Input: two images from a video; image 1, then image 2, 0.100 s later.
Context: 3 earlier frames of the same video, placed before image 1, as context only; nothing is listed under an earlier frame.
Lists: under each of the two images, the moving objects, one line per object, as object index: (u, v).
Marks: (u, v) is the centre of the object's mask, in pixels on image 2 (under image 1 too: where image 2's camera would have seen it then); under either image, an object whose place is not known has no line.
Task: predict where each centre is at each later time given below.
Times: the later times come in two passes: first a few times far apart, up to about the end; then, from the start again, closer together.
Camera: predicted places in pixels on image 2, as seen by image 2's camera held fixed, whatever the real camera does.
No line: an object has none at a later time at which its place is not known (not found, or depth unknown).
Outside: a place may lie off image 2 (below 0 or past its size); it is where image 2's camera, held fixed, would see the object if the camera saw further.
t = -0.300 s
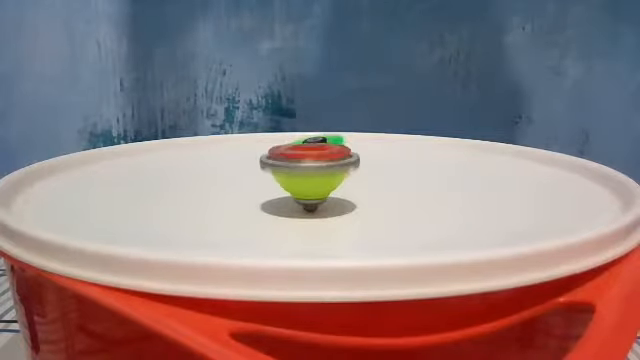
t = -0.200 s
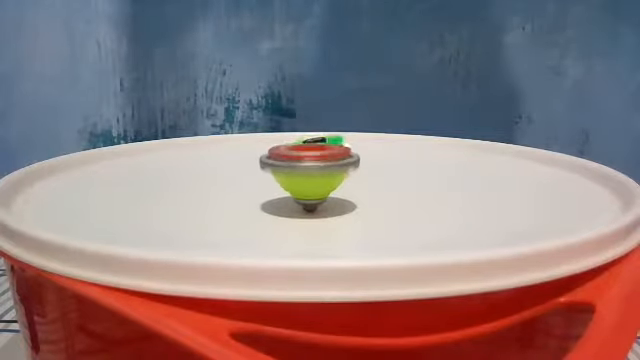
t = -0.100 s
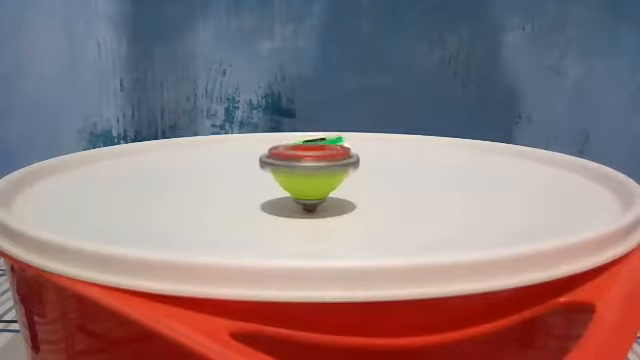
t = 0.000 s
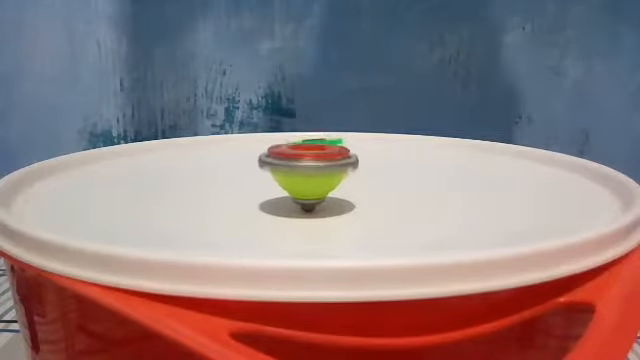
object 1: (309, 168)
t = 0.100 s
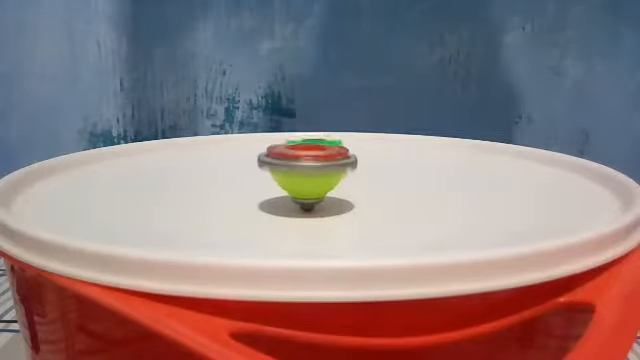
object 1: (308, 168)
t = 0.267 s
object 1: (307, 168)
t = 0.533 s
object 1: (306, 167)
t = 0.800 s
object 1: (308, 166)
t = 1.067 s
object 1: (306, 167)
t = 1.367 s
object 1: (303, 167)
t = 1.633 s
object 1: (305, 166)
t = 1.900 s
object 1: (307, 165)
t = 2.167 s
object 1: (310, 166)
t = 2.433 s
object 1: (308, 166)
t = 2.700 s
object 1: (306, 165)
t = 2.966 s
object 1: (304, 164)
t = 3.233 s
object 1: (305, 164)
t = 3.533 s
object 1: (302, 164)
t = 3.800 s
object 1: (300, 164)
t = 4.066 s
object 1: (298, 163)
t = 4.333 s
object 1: (297, 164)
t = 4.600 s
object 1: (296, 164)
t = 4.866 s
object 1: (292, 163)
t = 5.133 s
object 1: (290, 163)
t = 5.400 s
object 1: (290, 164)
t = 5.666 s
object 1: (290, 164)
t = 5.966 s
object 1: (288, 164)
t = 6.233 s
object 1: (286, 164)
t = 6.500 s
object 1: (285, 165)
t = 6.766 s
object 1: (281, 164)
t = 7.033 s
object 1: (282, 164)
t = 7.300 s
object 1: (279, 164)
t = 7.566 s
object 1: (280, 164)
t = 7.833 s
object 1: (279, 164)
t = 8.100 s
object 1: (278, 164)
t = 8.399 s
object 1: (277, 164)
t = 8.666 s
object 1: (277, 164)
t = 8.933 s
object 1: (281, 164)
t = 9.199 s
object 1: (281, 165)
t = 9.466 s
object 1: (280, 166)
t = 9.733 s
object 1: (277, 165)
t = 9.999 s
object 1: (272, 166)
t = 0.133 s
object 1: (307, 168)
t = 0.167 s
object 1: (307, 168)
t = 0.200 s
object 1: (307, 168)
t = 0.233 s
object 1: (307, 168)
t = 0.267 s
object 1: (307, 168)
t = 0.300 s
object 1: (307, 168)
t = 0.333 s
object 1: (306, 167)
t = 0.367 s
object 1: (305, 167)
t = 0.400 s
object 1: (306, 167)
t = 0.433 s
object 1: (306, 167)
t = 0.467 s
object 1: (306, 167)
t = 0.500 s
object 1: (306, 167)
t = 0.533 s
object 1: (306, 167)
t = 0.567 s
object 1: (306, 167)
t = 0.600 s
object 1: (307, 167)
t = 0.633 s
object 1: (307, 167)
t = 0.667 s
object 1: (307, 166)
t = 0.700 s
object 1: (307, 166)
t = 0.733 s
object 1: (308, 166)
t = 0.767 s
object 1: (308, 166)
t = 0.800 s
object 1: (308, 166)
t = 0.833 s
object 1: (308, 166)
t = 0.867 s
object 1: (308, 167)
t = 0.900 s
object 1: (308, 167)
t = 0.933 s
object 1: (307, 167)
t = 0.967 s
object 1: (307, 167)
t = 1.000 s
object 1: (307, 167)
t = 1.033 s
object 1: (307, 167)
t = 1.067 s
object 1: (306, 167)
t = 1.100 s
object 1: (306, 168)
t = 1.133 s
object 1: (306, 167)
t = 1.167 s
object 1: (305, 167)
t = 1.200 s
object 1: (305, 167)
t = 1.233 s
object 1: (305, 167)
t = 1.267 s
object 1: (305, 167)
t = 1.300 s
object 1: (304, 167)
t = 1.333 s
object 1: (303, 167)
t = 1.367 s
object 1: (303, 167)
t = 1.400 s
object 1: (304, 167)
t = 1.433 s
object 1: (304, 167)
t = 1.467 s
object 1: (303, 167)
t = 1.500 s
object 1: (303, 166)
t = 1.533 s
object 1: (304, 166)
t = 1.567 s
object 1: (304, 166)
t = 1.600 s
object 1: (304, 166)
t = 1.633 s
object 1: (305, 166)
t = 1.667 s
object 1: (306, 166)
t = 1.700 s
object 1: (306, 166)
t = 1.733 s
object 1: (305, 165)
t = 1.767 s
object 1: (306, 165)
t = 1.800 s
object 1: (307, 165)
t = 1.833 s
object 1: (307, 165)
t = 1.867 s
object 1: (307, 165)
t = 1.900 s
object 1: (307, 165)
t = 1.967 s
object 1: (308, 165)
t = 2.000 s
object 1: (309, 165)
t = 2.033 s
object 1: (309, 165)
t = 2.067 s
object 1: (308, 165)
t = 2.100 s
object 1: (309, 165)
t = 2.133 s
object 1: (309, 165)
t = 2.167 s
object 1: (310, 166)
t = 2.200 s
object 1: (309, 166)
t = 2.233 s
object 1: (309, 166)
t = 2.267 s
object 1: (309, 166)
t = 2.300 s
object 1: (309, 166)
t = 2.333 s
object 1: (309, 166)
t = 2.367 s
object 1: (308, 166)
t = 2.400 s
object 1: (308, 166)
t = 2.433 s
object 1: (308, 166)
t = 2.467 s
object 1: (307, 166)
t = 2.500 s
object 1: (307, 166)
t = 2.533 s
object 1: (307, 166)
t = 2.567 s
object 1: (306, 165)
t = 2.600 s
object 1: (306, 165)
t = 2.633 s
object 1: (306, 165)
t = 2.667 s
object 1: (305, 165)
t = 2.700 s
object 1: (306, 165)
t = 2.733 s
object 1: (305, 165)
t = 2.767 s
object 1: (305, 165)
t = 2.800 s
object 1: (305, 165)
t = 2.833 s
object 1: (305, 165)
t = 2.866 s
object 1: (305, 165)
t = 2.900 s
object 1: (304, 165)
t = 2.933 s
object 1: (304, 164)
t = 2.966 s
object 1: (304, 164)
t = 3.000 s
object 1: (303, 164)
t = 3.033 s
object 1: (303, 164)
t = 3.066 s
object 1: (304, 164)
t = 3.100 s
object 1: (305, 164)
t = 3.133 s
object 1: (305, 164)
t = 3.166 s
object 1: (304, 164)
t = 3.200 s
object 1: (304, 164)
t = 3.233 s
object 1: (305, 164)
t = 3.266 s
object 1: (305, 164)
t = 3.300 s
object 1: (304, 164)
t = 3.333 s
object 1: (303, 164)
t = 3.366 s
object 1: (303, 164)
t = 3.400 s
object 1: (304, 165)
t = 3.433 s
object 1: (304, 165)
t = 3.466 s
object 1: (302, 165)
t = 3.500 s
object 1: (302, 165)
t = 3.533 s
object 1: (302, 164)
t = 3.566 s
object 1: (302, 165)
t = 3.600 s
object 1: (302, 164)
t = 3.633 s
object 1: (301, 164)
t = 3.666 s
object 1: (301, 164)
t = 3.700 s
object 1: (301, 164)
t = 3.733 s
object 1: (301, 164)
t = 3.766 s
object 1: (300, 164)
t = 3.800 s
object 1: (300, 164)
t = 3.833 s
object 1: (300, 164)
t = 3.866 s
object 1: (300, 164)
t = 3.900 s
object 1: (300, 164)
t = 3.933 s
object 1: (299, 163)
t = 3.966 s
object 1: (299, 163)
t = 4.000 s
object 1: (299, 163)
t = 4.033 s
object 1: (298, 163)
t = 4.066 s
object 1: (298, 163)
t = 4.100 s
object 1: (298, 163)
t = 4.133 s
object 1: (298, 163)
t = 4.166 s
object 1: (298, 163)
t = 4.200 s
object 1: (298, 163)
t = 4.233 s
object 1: (298, 163)
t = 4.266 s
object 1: (298, 163)
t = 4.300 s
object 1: (298, 164)
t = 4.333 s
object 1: (297, 164)
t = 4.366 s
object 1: (297, 164)
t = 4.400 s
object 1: (297, 164)
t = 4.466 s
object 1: (297, 164)
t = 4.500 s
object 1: (296, 164)
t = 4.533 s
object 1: (297, 164)
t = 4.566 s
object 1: (296, 164)
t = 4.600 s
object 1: (296, 164)
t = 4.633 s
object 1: (295, 164)
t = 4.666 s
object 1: (295, 164)
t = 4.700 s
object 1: (294, 164)
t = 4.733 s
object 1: (294, 164)
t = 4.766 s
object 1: (293, 164)
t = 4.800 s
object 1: (293, 164)
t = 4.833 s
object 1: (293, 164)
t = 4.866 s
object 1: (292, 163)
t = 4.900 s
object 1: (292, 164)
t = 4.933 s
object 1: (292, 164)
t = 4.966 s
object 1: (291, 164)
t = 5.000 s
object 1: (291, 164)
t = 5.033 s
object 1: (291, 164)
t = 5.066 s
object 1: (290, 163)
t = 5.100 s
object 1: (290, 163)
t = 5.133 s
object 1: (290, 163)
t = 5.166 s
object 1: (290, 163)
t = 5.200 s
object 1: (290, 163)
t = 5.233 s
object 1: (290, 163)
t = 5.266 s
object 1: (290, 163)
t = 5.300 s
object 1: (290, 163)
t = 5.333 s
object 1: (290, 164)
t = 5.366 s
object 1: (290, 164)
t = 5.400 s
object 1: (290, 164)
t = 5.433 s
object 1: (290, 164)
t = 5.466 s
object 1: (290, 164)
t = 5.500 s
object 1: (290, 164)
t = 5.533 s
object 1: (290, 164)
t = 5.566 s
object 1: (290, 164)
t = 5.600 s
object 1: (290, 164)
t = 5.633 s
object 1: (290, 164)
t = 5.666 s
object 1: (290, 164)
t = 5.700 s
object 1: (289, 164)
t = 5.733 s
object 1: (289, 164)
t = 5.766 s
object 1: (289, 164)
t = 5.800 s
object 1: (289, 164)
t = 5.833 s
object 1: (289, 164)
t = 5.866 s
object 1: (288, 164)
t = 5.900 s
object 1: (288, 164)
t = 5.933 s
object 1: (288, 164)
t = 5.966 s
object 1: (288, 164)
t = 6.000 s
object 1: (287, 164)
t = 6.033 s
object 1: (287, 164)
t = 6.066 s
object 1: (287, 164)
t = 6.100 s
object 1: (287, 164)
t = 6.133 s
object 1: (286, 164)
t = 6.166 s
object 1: (285, 164)
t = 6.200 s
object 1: (286, 164)
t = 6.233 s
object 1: (286, 164)
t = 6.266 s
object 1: (286, 164)
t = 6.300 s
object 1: (284, 164)
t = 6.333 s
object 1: (282, 164)
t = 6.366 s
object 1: (282, 164)
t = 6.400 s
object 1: (284, 165)
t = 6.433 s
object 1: (286, 165)
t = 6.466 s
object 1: (286, 165)
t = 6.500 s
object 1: (285, 165)
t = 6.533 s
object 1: (283, 165)
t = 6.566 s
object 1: (282, 165)
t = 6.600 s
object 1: (283, 165)
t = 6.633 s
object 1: (285, 165)
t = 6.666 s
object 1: (286, 165)
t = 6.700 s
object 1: (286, 165)
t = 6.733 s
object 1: (284, 164)
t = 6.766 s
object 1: (281, 164)
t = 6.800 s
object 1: (281, 165)
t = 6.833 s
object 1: (282, 165)
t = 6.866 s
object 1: (284, 165)
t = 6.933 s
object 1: (286, 165)
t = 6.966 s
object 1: (286, 164)
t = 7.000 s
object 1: (285, 164)
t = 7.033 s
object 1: (282, 164)
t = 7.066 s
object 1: (280, 164)
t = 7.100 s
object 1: (281, 164)
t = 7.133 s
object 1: (282, 164)
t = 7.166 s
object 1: (283, 164)
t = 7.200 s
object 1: (284, 164)
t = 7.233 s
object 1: (284, 164)
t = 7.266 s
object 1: (282, 164)
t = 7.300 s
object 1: (279, 164)
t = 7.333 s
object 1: (279, 164)
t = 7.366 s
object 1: (280, 164)
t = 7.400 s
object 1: (282, 165)
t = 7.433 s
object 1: (284, 165)
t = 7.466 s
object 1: (284, 164)
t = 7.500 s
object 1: (284, 164)
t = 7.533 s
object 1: (281, 164)
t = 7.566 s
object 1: (280, 164)
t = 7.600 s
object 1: (280, 165)
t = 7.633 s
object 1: (281, 165)
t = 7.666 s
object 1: (283, 165)
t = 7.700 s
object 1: (284, 165)
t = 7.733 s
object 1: (285, 164)
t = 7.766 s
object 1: (283, 164)
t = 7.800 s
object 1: (281, 164)
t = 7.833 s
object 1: (279, 164)
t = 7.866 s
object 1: (279, 164)
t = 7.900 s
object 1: (280, 164)
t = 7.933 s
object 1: (282, 165)
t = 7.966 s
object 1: (283, 165)
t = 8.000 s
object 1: (284, 165)
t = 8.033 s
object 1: (283, 164)
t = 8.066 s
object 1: (280, 164)
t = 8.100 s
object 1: (278, 164)
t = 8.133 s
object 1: (277, 164)
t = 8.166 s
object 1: (278, 164)
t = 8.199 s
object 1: (279, 164)
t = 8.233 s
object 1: (281, 165)
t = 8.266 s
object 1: (282, 165)
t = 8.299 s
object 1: (282, 165)
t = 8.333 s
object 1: (281, 164)
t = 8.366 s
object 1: (279, 164)
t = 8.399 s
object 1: (277, 164)
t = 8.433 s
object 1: (277, 165)
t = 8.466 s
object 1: (278, 165)
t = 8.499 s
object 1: (280, 165)
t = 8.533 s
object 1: (282, 166)
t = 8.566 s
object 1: (283, 165)
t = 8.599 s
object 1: (283, 165)
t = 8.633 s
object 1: (281, 164)
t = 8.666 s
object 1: (277, 164)
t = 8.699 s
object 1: (276, 165)
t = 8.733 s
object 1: (276, 165)
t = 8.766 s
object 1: (278, 164)
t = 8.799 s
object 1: (280, 165)
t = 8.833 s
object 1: (281, 165)
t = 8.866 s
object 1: (282, 165)
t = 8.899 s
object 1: (282, 165)
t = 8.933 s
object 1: (281, 164)
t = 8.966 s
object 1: (278, 164)
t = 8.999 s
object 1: (274, 164)
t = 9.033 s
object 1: (273, 165)
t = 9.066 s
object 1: (276, 164)
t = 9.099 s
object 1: (278, 165)
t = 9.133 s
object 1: (279, 166)
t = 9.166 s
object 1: (280, 166)
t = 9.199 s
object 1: (281, 165)
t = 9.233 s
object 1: (281, 164)
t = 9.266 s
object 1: (278, 165)
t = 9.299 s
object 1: (275, 165)
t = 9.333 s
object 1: (274, 165)
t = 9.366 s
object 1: (276, 165)
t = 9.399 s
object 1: (278, 165)
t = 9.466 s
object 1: (280, 166)
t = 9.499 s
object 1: (281, 166)
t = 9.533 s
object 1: (283, 165)
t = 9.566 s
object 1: (282, 165)
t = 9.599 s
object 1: (281, 165)
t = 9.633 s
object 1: (277, 165)
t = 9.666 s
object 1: (274, 165)
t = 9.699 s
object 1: (274, 166)
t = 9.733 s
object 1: (277, 165)
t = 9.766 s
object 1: (279, 165)
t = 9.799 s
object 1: (280, 166)
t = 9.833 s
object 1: (281, 166)
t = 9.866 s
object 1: (281, 166)
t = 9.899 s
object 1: (280, 165)
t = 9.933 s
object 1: (276, 165)
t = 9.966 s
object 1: (273, 165)
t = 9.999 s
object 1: (272, 166)
